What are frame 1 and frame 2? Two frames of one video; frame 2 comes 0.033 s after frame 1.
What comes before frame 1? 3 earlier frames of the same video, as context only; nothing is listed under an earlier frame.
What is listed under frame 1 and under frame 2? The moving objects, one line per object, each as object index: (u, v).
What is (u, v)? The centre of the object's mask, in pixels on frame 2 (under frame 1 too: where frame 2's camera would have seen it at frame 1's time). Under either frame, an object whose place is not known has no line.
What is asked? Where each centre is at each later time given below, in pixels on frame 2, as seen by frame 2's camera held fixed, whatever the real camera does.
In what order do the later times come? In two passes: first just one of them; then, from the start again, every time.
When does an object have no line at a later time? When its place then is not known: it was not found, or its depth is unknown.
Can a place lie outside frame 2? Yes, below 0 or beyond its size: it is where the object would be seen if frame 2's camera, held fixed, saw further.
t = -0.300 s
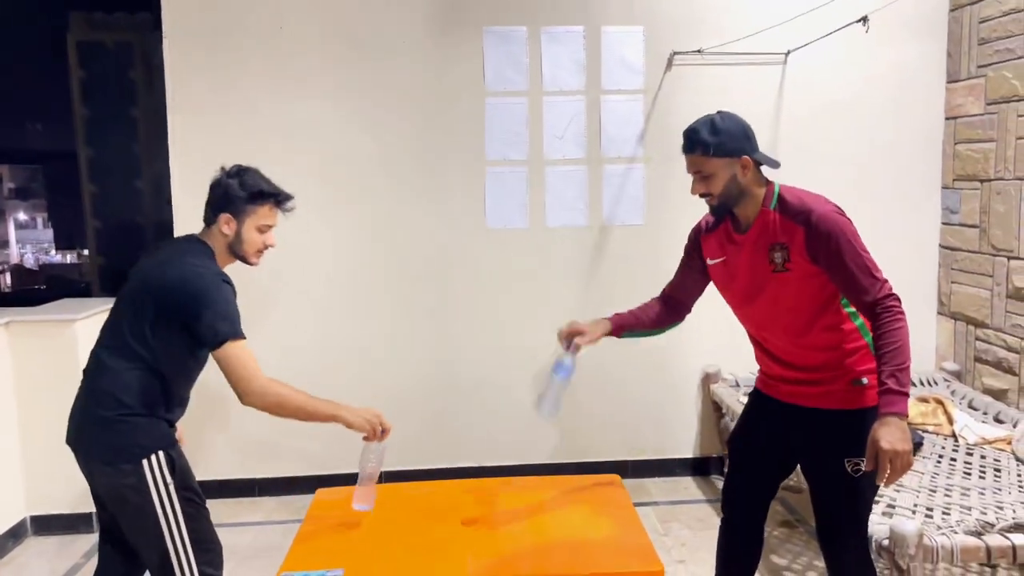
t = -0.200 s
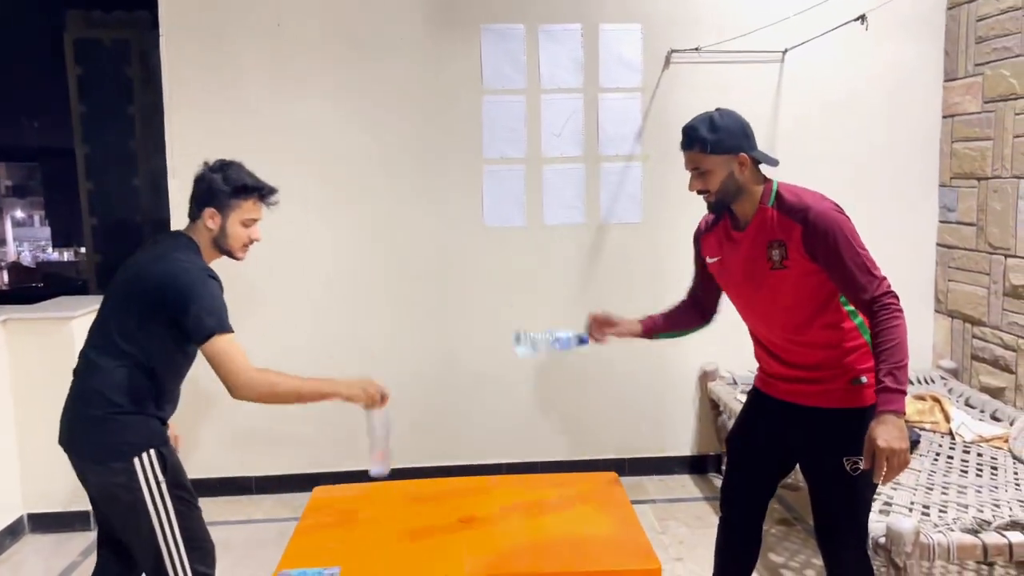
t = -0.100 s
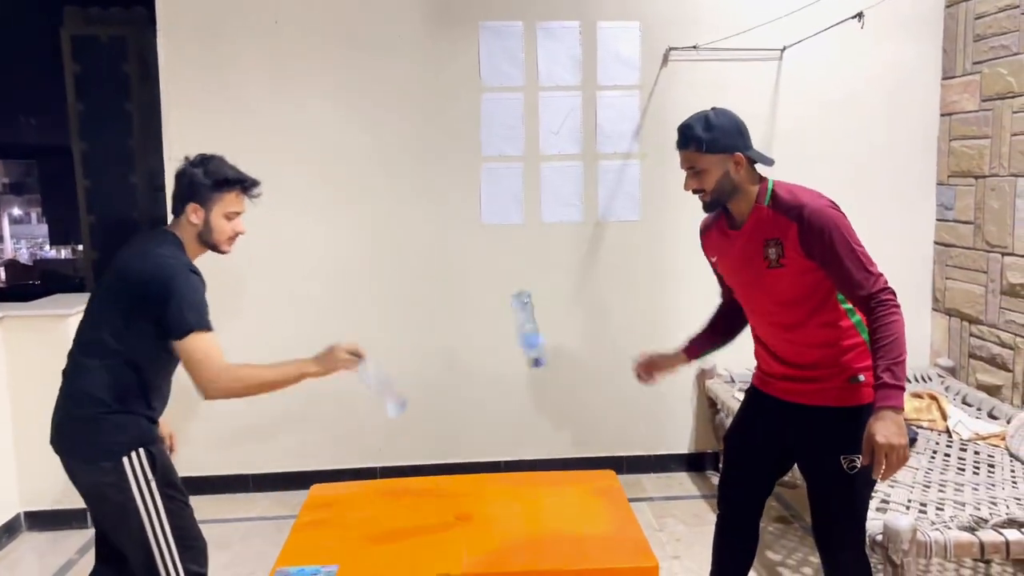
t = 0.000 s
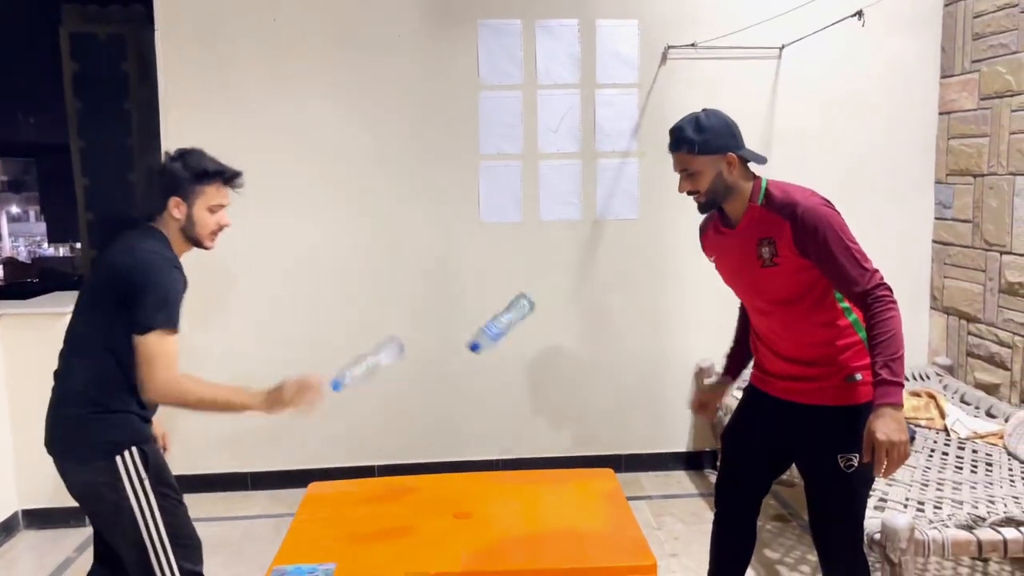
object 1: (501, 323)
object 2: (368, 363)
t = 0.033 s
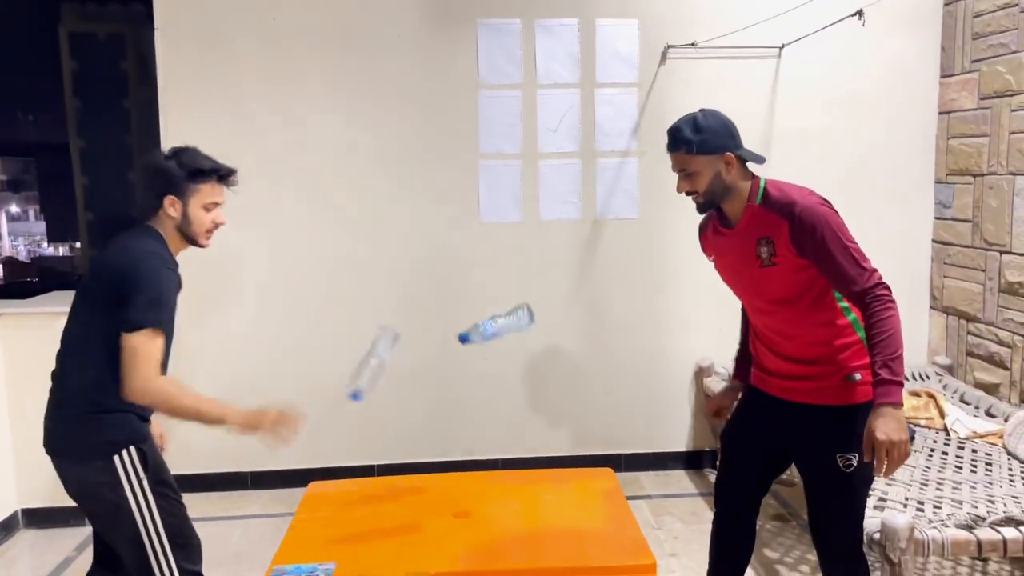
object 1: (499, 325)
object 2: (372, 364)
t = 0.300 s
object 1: (502, 470)
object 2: (375, 410)
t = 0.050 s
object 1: (497, 328)
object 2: (377, 362)
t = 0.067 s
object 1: (497, 333)
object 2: (380, 359)
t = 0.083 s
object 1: (496, 338)
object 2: (384, 358)
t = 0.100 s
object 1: (498, 344)
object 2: (387, 356)
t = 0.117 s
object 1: (496, 352)
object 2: (388, 354)
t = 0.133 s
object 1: (497, 361)
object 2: (392, 353)
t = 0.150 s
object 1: (498, 372)
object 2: (391, 353)
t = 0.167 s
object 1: (498, 383)
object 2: (390, 354)
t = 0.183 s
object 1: (499, 396)
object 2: (389, 356)
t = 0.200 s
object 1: (501, 411)
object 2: (387, 360)
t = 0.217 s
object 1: (501, 427)
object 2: (385, 364)
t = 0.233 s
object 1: (502, 441)
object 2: (383, 371)
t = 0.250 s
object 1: (502, 458)
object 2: (381, 378)
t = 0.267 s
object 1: (502, 471)
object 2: (379, 388)
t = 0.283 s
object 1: (502, 471)
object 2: (377, 398)
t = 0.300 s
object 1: (502, 470)
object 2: (375, 410)
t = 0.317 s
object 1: (503, 470)
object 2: (373, 427)
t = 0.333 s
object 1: (503, 469)
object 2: (370, 441)
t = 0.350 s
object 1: (504, 470)
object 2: (369, 457)
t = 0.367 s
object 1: (504, 470)
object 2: (368, 473)
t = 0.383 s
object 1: (504, 469)
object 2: (365, 484)
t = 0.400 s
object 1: (504, 469)
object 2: (362, 485)
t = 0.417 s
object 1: (503, 469)
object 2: (359, 485)
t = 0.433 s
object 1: (503, 469)
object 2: (356, 488)
